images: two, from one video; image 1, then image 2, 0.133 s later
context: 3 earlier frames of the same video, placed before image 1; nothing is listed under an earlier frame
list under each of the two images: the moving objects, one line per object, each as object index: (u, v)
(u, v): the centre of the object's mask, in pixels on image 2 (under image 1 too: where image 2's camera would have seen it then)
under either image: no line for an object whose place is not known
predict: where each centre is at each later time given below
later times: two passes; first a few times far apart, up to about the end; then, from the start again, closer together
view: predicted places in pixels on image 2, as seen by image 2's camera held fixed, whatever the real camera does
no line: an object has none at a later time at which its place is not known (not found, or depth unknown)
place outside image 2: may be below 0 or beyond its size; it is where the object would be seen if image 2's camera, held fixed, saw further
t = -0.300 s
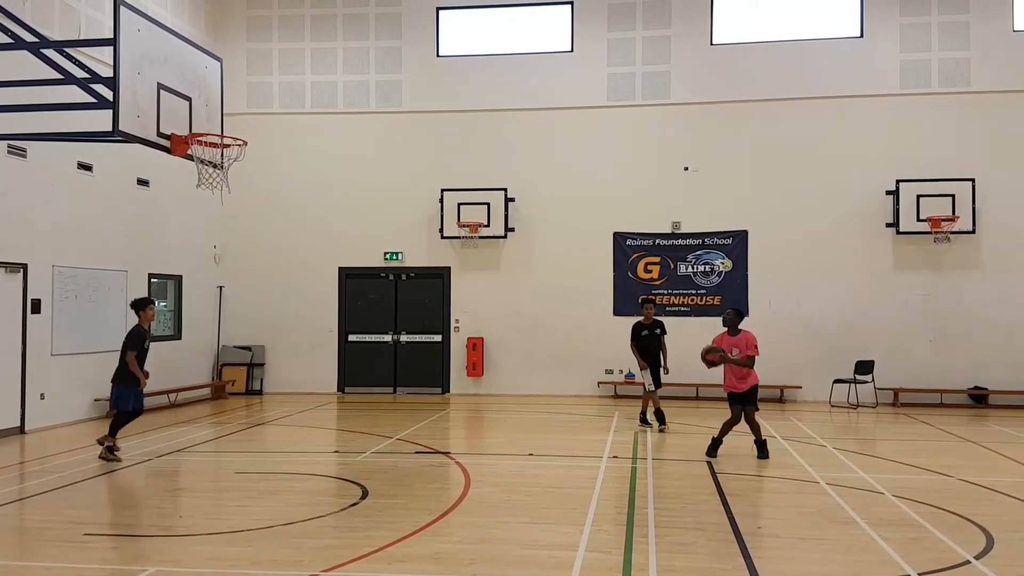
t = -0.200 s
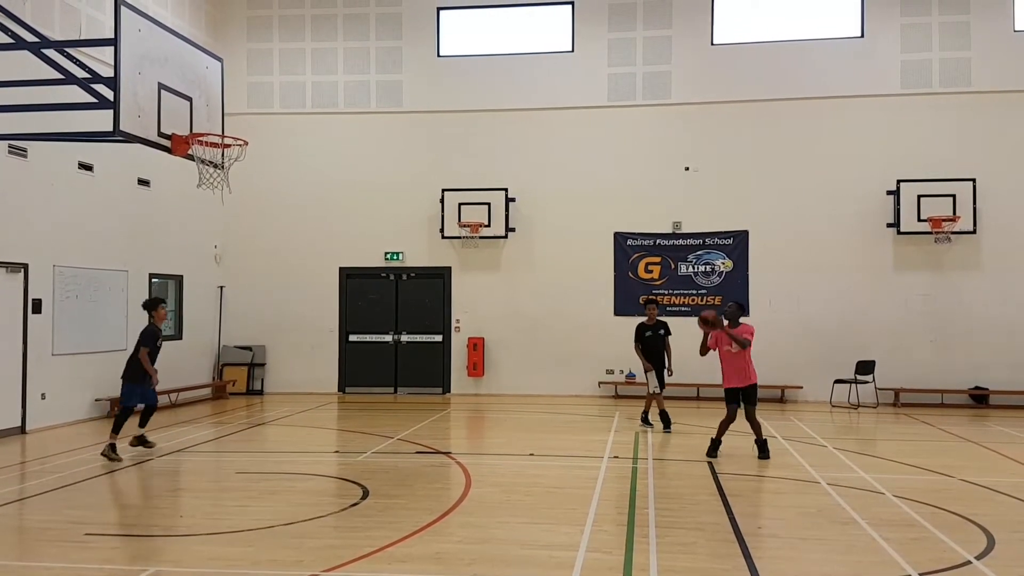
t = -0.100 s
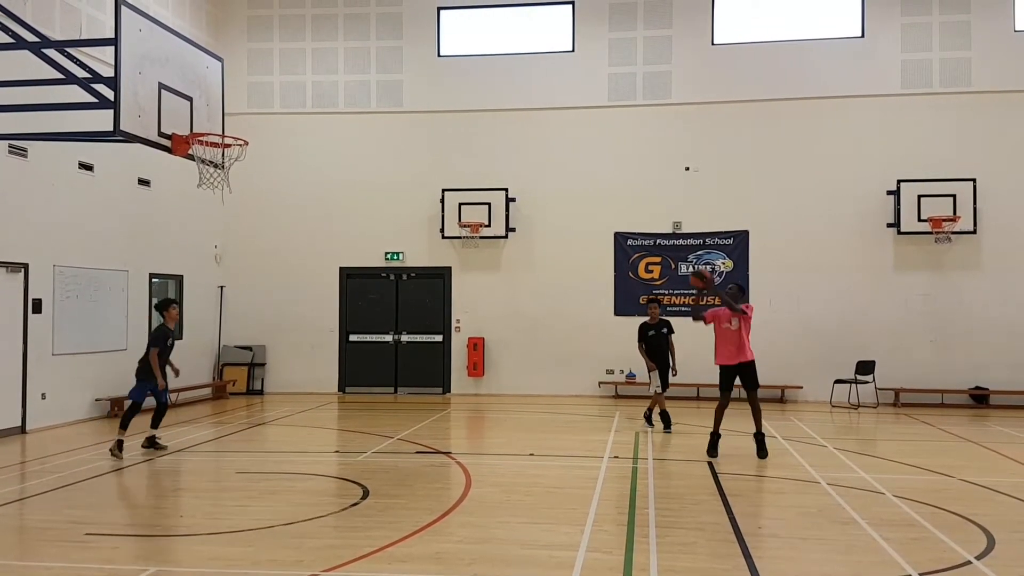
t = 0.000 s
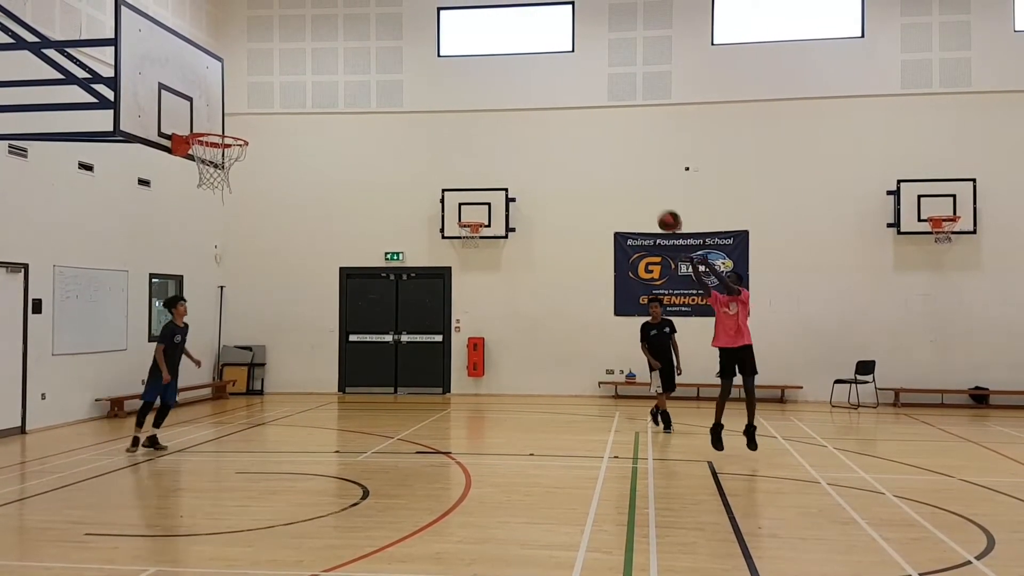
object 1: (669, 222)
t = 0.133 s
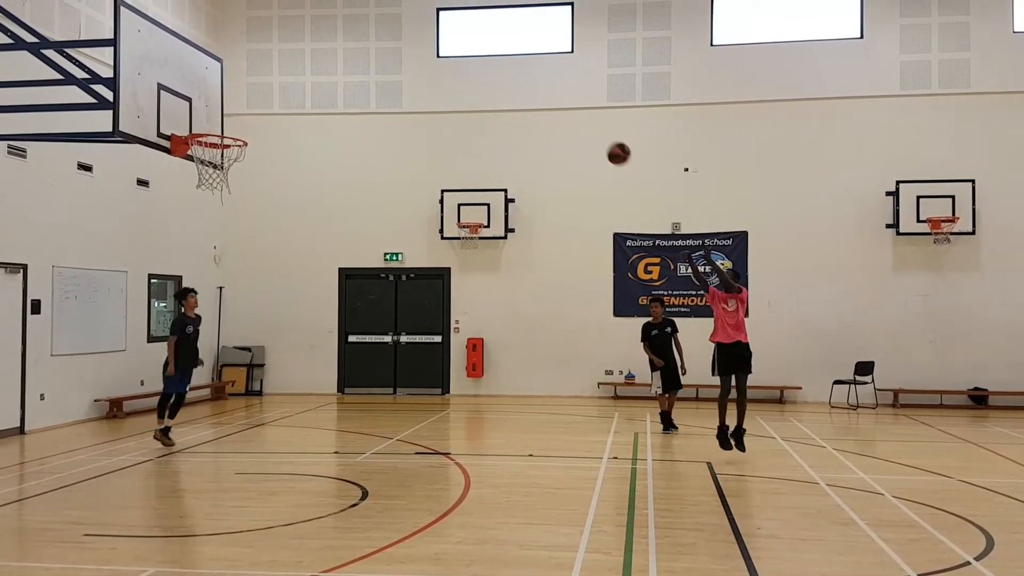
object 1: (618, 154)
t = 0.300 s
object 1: (554, 87)
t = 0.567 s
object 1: (441, 28)
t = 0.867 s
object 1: (301, 44)
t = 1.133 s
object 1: (186, 114)
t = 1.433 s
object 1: (215, 106)
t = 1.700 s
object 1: (243, 192)
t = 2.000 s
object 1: (274, 410)
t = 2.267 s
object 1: (274, 405)
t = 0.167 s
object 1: (606, 139)
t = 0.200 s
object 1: (593, 124)
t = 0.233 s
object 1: (580, 111)
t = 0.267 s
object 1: (567, 98)
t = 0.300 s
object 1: (554, 87)
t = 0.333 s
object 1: (540, 76)
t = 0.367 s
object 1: (527, 67)
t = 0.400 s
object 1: (513, 58)
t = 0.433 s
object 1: (499, 50)
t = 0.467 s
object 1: (485, 43)
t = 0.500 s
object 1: (471, 37)
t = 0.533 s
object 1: (456, 31)
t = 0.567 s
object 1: (441, 28)
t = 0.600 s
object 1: (427, 25)
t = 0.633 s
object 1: (412, 23)
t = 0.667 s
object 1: (397, 22)
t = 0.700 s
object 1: (382, 23)
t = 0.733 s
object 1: (366, 25)
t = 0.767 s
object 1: (350, 28)
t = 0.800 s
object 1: (333, 32)
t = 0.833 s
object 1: (317, 37)
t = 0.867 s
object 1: (301, 44)
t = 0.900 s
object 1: (284, 52)
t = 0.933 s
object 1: (267, 62)
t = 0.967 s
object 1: (250, 72)
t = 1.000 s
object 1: (232, 85)
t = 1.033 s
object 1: (213, 98)
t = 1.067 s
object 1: (195, 113)
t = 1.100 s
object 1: (183, 121)
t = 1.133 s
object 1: (186, 114)
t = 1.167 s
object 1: (189, 108)
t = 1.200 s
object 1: (193, 103)
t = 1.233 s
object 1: (196, 100)
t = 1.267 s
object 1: (199, 97)
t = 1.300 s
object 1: (202, 96)
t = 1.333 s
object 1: (205, 96)
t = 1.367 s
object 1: (208, 98)
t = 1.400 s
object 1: (212, 101)
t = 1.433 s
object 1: (215, 106)
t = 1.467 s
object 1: (218, 112)
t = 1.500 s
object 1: (222, 119)
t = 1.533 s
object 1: (225, 128)
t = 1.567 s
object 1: (229, 138)
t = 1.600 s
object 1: (232, 149)
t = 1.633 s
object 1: (236, 162)
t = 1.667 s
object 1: (239, 176)
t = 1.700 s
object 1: (243, 192)
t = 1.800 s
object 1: (254, 250)
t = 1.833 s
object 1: (257, 272)
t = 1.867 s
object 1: (261, 296)
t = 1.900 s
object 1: (264, 322)
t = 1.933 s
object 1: (268, 349)
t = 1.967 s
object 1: (271, 378)
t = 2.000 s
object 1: (274, 410)
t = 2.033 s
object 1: (277, 443)
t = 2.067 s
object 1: (280, 478)
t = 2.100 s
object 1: (282, 514)
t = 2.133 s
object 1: (281, 491)
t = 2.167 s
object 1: (279, 467)
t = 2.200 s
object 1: (278, 445)
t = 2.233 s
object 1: (276, 424)
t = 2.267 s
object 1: (274, 405)
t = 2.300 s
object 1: (272, 386)
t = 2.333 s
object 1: (271, 369)
